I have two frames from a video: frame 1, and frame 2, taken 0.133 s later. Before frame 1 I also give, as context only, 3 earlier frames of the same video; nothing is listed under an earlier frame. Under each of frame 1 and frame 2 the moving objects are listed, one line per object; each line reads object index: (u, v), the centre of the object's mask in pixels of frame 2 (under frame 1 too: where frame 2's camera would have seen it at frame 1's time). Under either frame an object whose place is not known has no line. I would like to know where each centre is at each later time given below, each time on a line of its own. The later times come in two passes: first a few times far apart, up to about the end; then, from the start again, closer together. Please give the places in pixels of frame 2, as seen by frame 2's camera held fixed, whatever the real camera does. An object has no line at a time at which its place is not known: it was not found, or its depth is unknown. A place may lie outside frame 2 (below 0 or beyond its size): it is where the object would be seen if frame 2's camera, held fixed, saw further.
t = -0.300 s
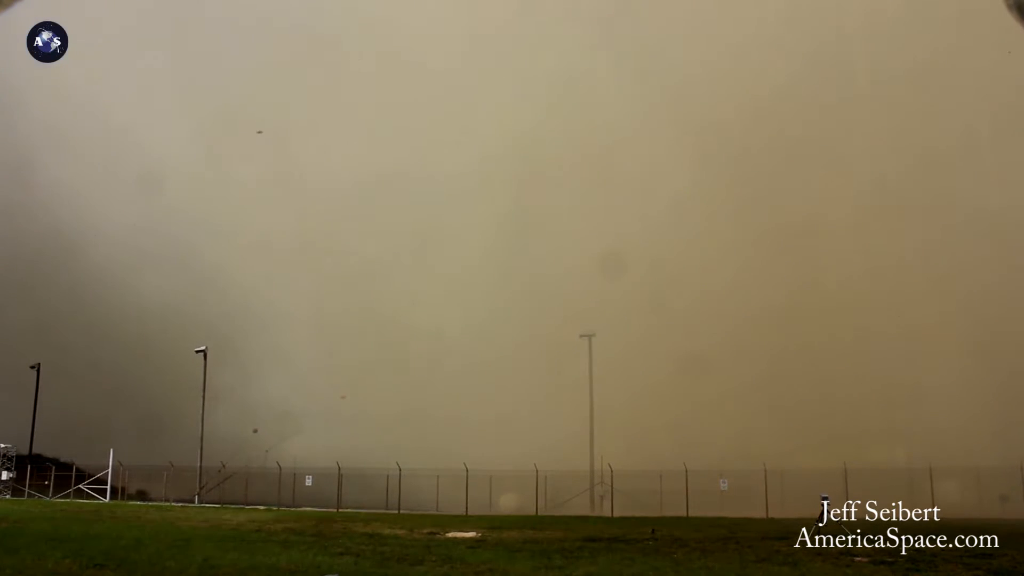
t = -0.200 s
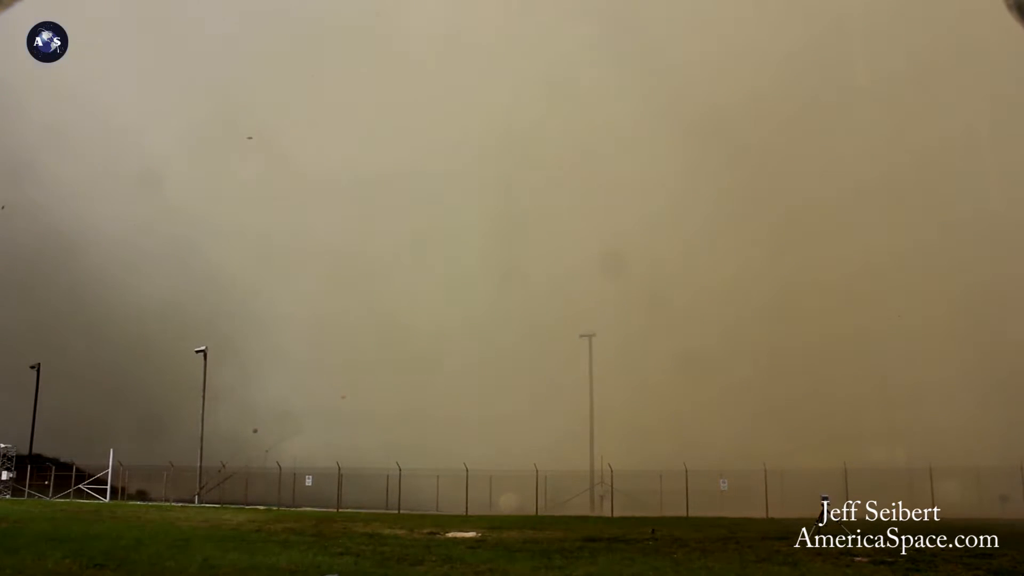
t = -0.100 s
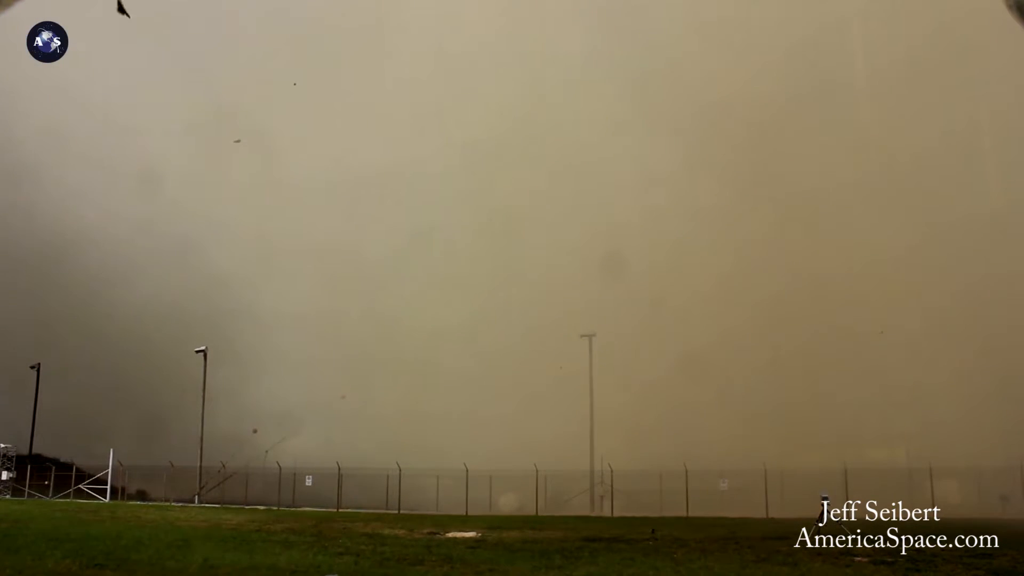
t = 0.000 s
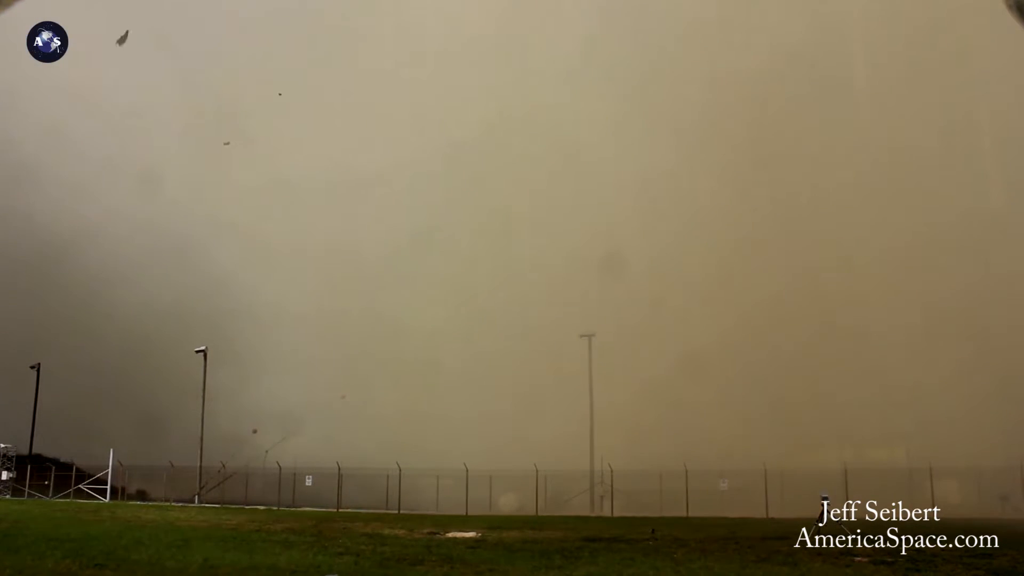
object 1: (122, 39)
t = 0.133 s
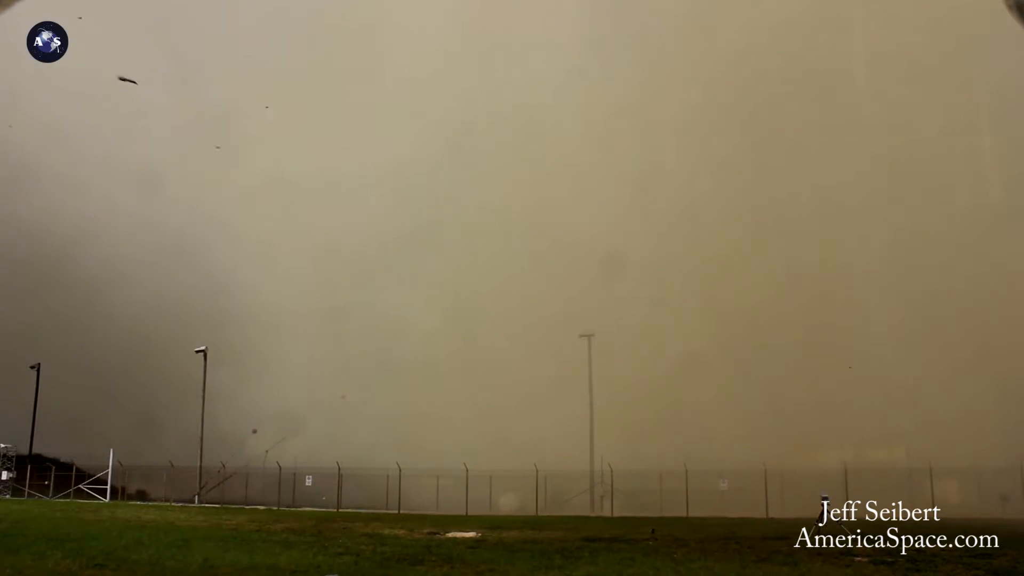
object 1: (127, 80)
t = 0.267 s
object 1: (134, 112)
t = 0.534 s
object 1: (152, 180)
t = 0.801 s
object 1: (166, 237)
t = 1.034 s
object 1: (177, 283)
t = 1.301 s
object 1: (185, 342)
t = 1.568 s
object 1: (198, 396)
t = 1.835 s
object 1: (207, 458)
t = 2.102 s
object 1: (219, 526)
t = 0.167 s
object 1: (129, 88)
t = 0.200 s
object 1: (131, 96)
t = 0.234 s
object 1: (133, 104)
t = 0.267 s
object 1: (134, 112)
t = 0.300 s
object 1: (136, 121)
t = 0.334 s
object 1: (139, 130)
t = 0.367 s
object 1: (141, 138)
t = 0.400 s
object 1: (143, 146)
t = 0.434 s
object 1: (144, 155)
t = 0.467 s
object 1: (146, 163)
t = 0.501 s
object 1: (149, 173)
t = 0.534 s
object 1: (152, 180)
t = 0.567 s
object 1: (155, 187)
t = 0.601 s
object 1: (157, 193)
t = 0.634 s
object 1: (157, 203)
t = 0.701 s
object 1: (161, 218)
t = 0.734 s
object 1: (163, 225)
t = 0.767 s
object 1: (165, 231)
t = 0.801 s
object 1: (166, 237)
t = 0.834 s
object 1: (167, 243)
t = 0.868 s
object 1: (170, 252)
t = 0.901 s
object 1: (171, 258)
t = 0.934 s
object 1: (173, 264)
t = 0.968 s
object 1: (174, 270)
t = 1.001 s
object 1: (176, 276)
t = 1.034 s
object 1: (177, 283)
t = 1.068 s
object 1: (179, 291)
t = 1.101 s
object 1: (180, 299)
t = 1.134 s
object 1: (182, 307)
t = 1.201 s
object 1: (184, 319)
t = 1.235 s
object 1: (184, 326)
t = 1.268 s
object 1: (185, 335)
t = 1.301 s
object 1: (185, 342)
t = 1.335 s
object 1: (188, 349)
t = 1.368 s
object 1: (190, 355)
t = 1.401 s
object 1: (191, 361)
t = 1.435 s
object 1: (192, 367)
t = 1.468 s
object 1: (192, 374)
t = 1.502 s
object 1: (196, 383)
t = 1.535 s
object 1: (196, 389)
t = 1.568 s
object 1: (198, 396)
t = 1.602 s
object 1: (199, 403)
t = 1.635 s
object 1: (201, 410)
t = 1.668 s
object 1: (203, 418)
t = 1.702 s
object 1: (205, 426)
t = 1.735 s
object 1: (206, 434)
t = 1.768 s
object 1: (207, 441)
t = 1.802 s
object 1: (207, 450)
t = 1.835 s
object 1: (207, 458)
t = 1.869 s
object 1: (208, 468)
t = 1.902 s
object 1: (209, 476)
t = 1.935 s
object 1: (212, 483)
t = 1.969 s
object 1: (213, 491)
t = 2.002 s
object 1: (214, 499)
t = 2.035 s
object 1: (215, 507)
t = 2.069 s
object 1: (214, 516)
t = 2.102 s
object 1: (219, 526)
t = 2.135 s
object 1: (221, 534)
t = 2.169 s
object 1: (222, 541)
